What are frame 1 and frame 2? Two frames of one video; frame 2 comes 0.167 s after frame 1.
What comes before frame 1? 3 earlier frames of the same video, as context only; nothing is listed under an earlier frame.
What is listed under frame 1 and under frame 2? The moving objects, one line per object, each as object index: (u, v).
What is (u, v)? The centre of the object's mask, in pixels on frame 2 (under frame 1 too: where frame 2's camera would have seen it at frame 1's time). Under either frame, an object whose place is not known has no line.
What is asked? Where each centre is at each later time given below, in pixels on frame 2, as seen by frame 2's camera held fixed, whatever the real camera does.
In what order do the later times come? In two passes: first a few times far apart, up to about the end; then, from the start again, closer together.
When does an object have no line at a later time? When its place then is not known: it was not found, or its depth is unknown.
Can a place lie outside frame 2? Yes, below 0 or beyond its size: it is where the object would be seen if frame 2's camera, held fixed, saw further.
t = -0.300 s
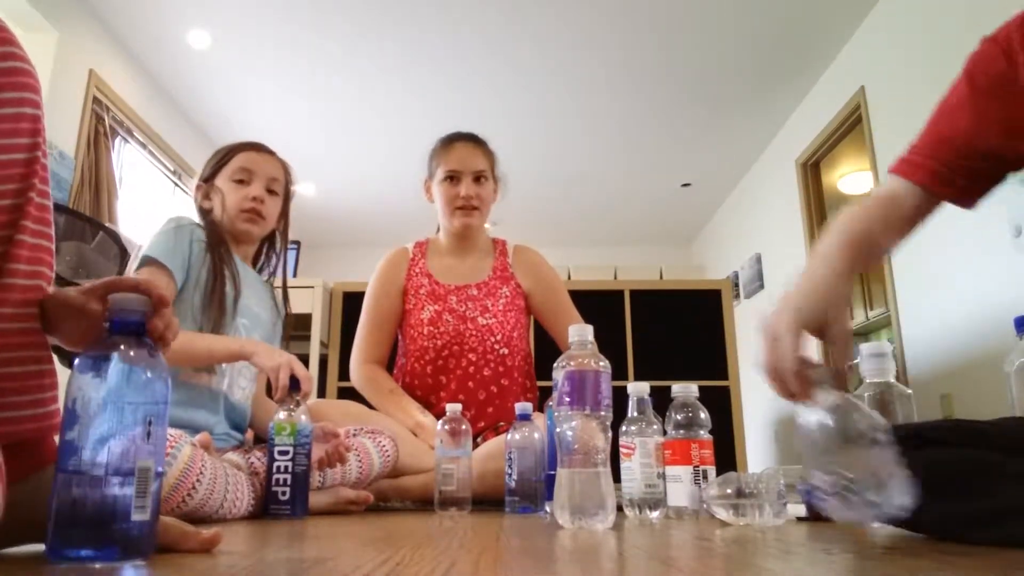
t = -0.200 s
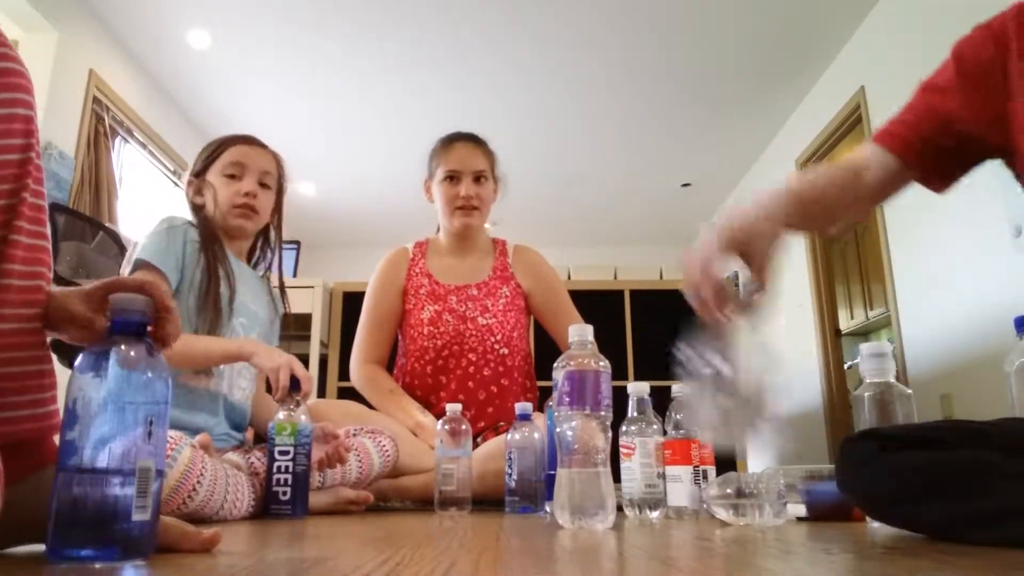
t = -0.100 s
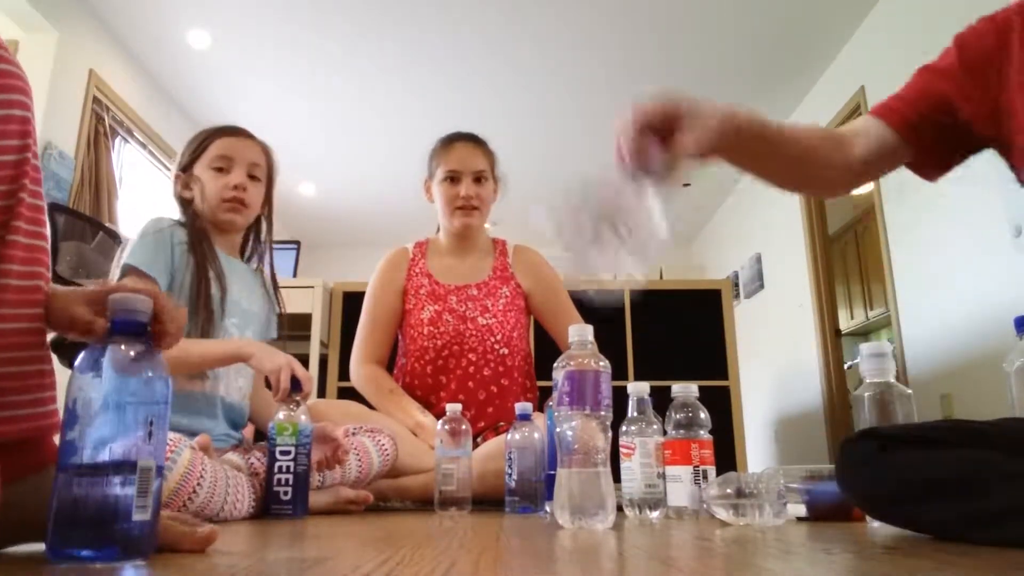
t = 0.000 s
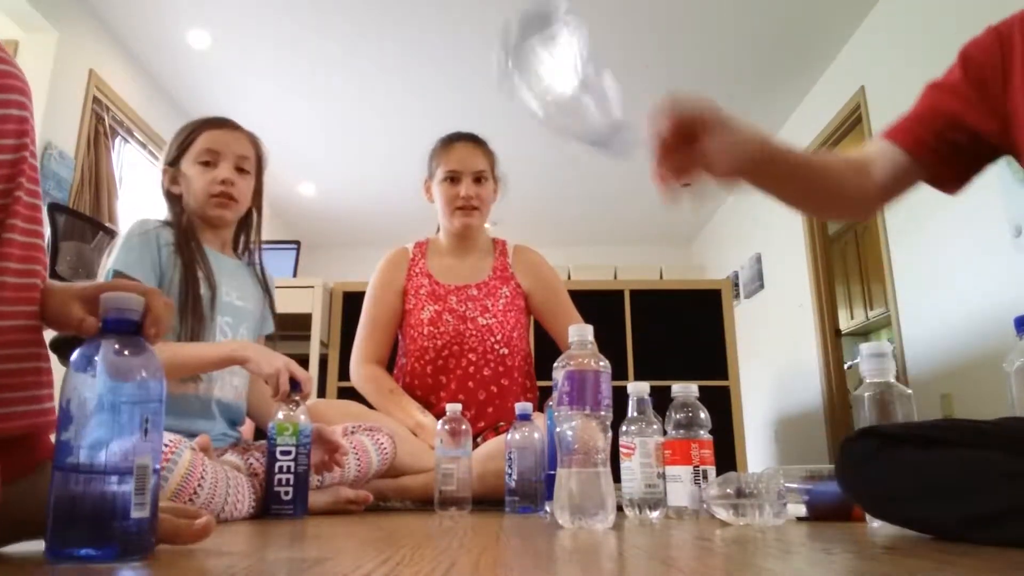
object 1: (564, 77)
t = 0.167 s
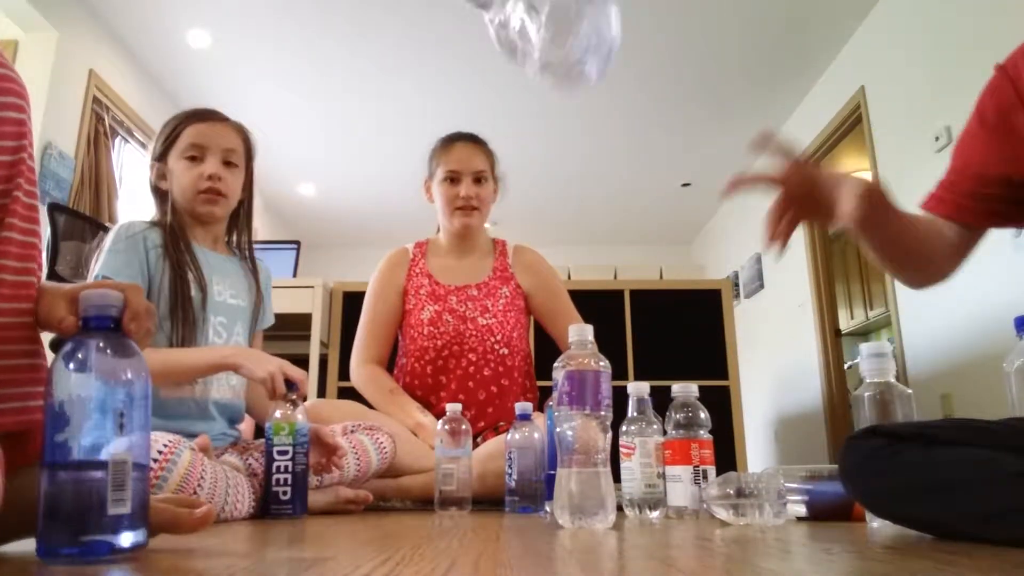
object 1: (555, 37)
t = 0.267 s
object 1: (552, 180)
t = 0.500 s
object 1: (590, 485)
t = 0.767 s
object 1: (646, 518)
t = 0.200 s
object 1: (552, 59)
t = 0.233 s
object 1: (551, 98)
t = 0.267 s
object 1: (552, 180)
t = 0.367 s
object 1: (568, 478)
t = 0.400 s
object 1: (577, 484)
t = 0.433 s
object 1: (584, 484)
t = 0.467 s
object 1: (586, 484)
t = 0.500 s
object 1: (590, 485)
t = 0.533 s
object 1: (599, 487)
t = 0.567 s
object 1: (610, 493)
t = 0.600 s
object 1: (625, 506)
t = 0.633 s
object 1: (634, 518)
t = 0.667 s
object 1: (638, 518)
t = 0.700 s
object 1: (640, 518)
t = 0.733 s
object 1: (644, 519)
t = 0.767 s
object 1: (646, 518)
